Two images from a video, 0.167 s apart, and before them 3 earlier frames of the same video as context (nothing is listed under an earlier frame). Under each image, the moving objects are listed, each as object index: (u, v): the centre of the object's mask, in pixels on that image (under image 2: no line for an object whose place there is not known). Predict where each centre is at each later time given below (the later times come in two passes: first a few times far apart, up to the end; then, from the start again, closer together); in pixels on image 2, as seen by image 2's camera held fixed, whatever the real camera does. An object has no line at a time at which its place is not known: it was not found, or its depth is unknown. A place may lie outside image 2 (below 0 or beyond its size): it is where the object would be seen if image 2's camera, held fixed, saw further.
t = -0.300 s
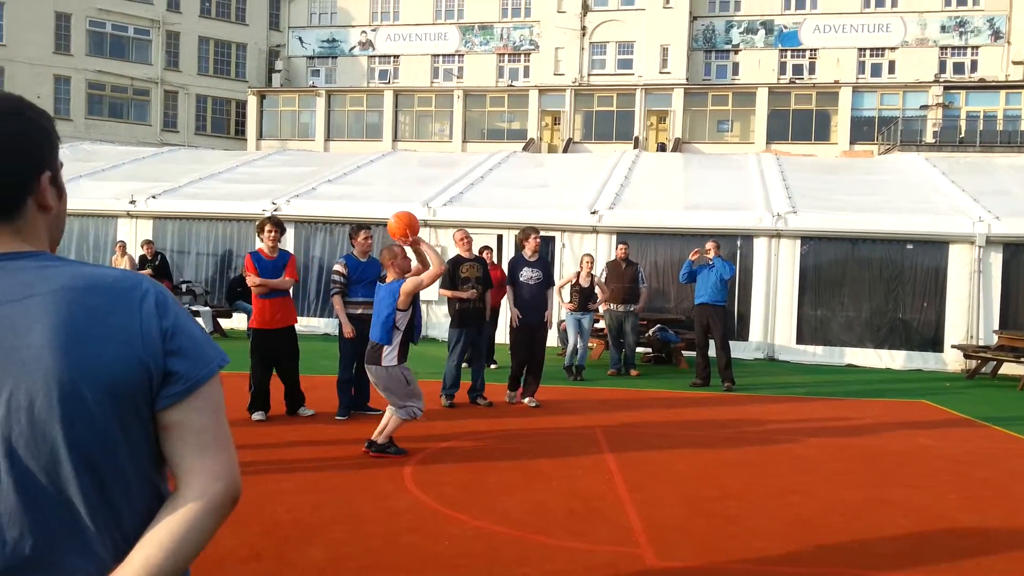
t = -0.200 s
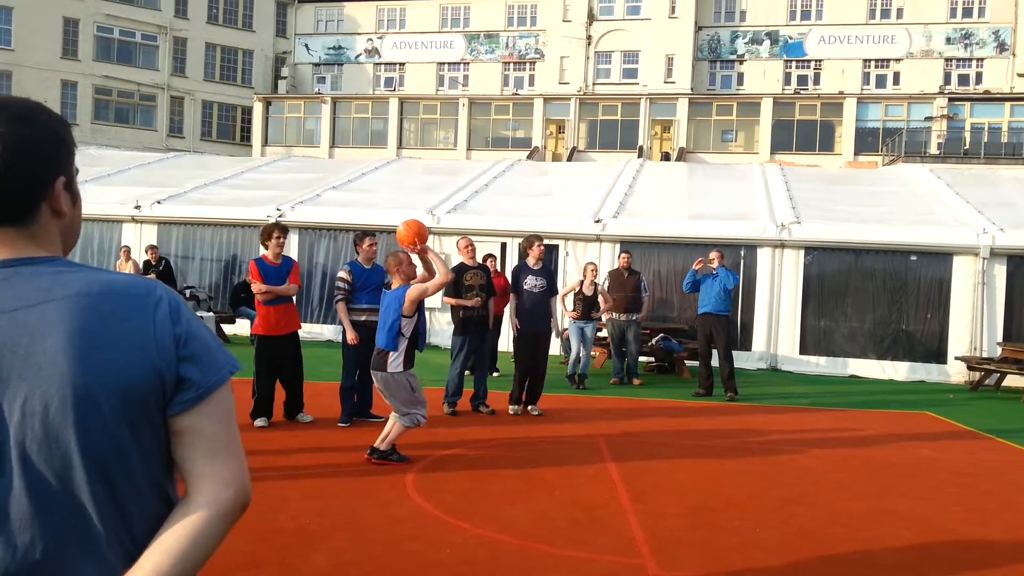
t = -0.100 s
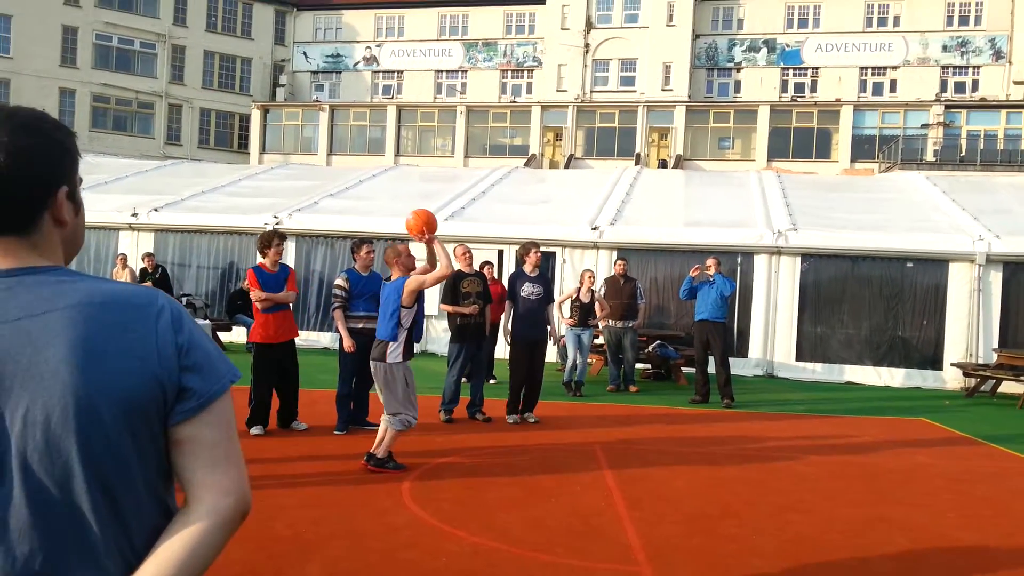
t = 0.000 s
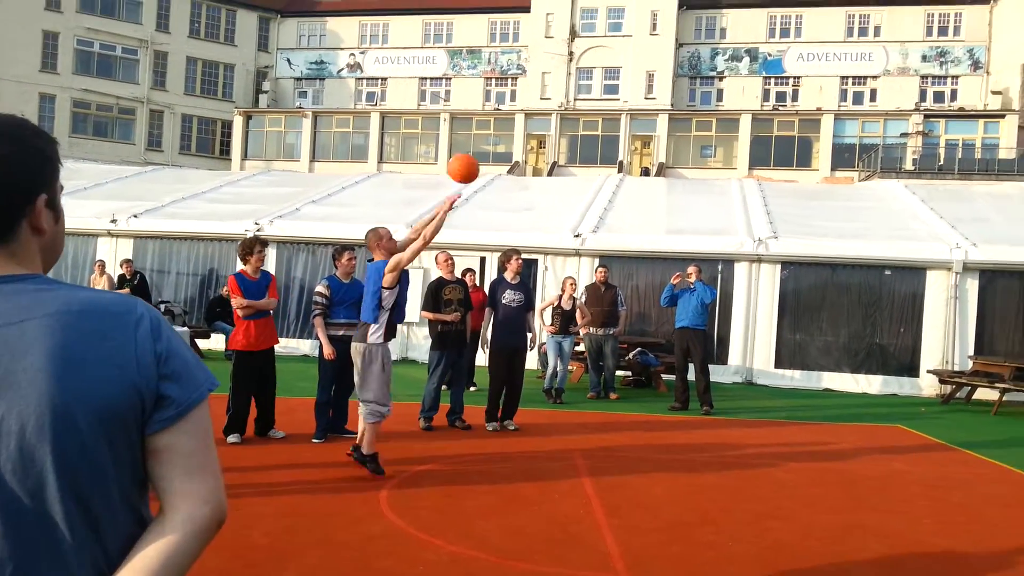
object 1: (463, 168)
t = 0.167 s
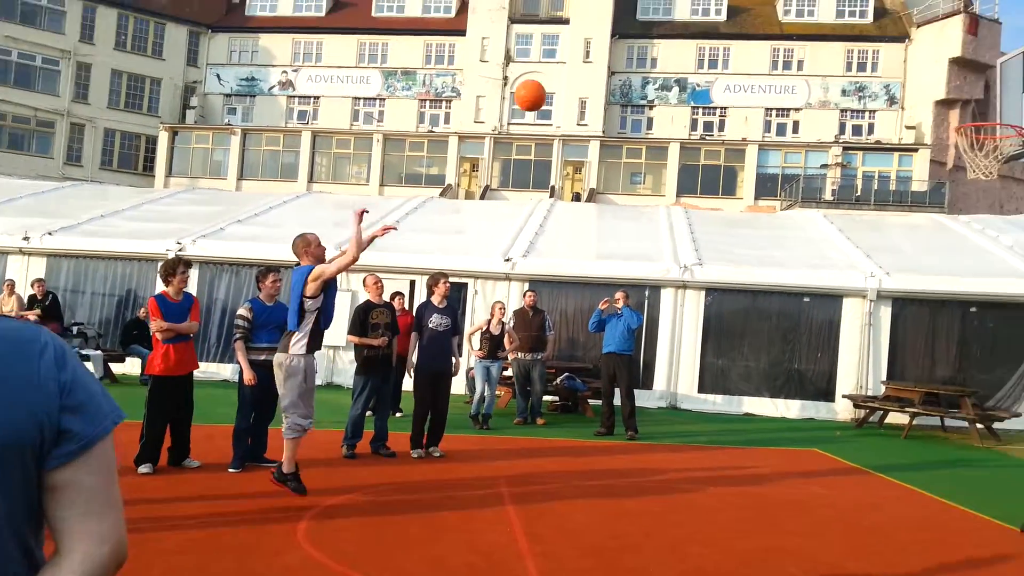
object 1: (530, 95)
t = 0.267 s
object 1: (611, 59)
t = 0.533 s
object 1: (802, 24)
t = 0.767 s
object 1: (964, 73)
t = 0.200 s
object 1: (559, 80)
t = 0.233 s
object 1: (587, 68)
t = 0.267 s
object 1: (611, 59)
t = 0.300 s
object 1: (637, 47)
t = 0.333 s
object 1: (661, 41)
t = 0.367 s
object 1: (685, 37)
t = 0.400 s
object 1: (708, 30)
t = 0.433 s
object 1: (732, 26)
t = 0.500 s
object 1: (778, 23)
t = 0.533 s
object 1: (802, 24)
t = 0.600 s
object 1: (850, 30)
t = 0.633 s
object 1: (872, 36)
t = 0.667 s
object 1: (895, 45)
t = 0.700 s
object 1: (919, 52)
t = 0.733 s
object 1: (941, 63)
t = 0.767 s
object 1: (964, 73)
